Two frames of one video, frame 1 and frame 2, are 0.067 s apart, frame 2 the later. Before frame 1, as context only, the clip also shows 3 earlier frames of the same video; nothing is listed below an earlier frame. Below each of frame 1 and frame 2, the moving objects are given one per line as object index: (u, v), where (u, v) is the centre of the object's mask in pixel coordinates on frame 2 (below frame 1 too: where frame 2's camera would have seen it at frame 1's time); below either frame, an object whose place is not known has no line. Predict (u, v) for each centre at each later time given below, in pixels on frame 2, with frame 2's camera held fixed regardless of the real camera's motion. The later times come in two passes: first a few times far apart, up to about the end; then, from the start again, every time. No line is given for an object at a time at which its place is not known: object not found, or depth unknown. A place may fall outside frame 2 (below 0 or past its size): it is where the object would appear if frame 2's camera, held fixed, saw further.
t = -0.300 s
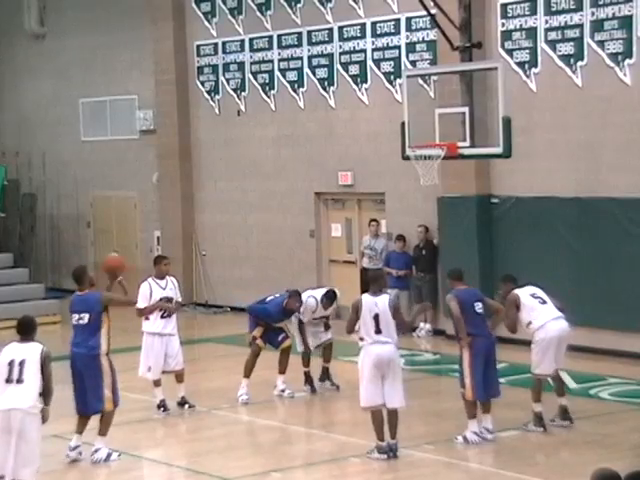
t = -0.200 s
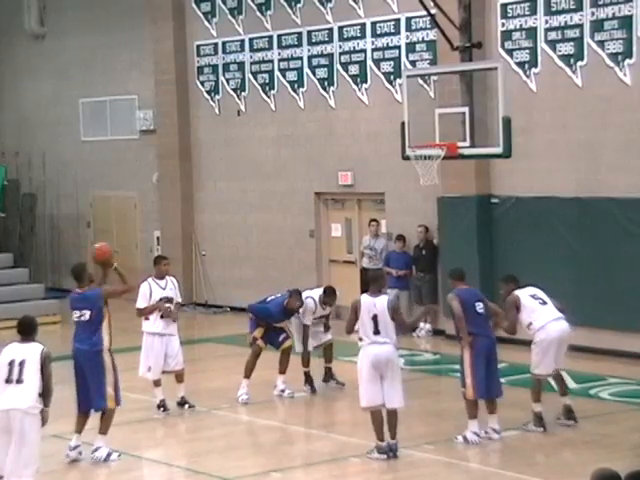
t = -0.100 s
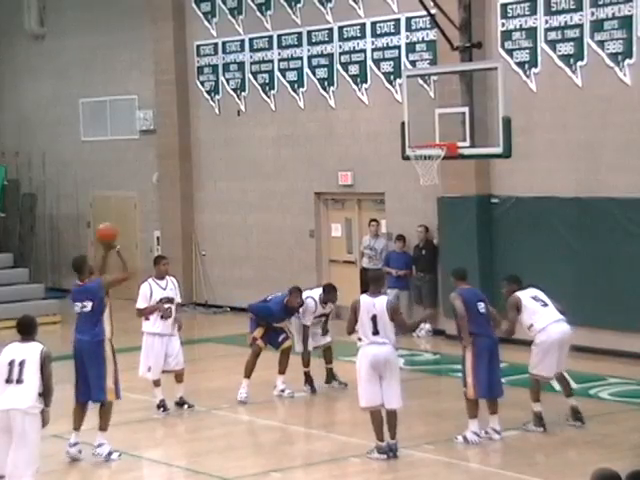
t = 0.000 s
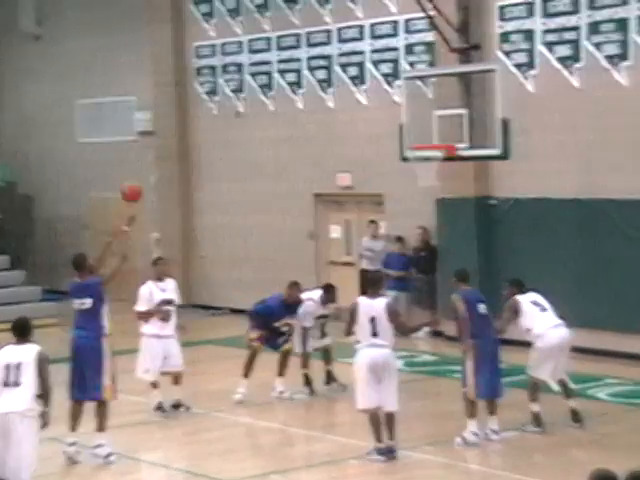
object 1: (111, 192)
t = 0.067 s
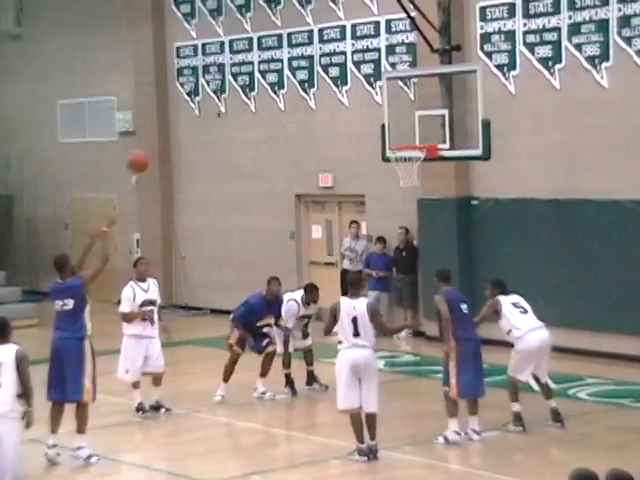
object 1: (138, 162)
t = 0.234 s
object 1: (197, 108)
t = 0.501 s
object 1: (286, 78)
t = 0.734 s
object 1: (361, 102)
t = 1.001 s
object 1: (400, 172)
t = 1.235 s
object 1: (394, 167)
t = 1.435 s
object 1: (395, 194)
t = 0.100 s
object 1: (150, 149)
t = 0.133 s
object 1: (162, 137)
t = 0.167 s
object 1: (173, 126)
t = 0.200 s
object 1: (186, 117)
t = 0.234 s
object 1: (197, 108)
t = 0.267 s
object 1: (209, 102)
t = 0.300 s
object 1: (220, 94)
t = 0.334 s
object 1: (231, 89)
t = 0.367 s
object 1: (243, 84)
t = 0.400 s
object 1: (254, 81)
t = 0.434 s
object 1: (266, 80)
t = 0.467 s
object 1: (276, 79)
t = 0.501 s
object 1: (286, 78)
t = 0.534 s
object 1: (298, 78)
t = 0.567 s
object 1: (309, 80)
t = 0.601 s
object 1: (320, 82)
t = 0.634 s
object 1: (330, 86)
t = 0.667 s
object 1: (341, 89)
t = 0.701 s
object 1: (351, 95)
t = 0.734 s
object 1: (361, 102)
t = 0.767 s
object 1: (371, 109)
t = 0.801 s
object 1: (383, 117)
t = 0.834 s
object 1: (392, 126)
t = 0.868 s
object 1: (403, 134)
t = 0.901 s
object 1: (412, 143)
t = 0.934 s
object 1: (412, 155)
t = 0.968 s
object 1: (405, 165)
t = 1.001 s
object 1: (400, 172)
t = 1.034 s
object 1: (398, 171)
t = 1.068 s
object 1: (395, 168)
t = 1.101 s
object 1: (396, 167)
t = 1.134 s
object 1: (395, 166)
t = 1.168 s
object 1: (395, 166)
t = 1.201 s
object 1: (394, 166)
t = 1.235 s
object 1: (394, 167)
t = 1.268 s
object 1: (394, 168)
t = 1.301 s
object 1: (394, 173)
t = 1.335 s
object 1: (394, 176)
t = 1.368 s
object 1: (395, 181)
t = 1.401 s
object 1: (395, 188)
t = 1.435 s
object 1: (395, 194)
